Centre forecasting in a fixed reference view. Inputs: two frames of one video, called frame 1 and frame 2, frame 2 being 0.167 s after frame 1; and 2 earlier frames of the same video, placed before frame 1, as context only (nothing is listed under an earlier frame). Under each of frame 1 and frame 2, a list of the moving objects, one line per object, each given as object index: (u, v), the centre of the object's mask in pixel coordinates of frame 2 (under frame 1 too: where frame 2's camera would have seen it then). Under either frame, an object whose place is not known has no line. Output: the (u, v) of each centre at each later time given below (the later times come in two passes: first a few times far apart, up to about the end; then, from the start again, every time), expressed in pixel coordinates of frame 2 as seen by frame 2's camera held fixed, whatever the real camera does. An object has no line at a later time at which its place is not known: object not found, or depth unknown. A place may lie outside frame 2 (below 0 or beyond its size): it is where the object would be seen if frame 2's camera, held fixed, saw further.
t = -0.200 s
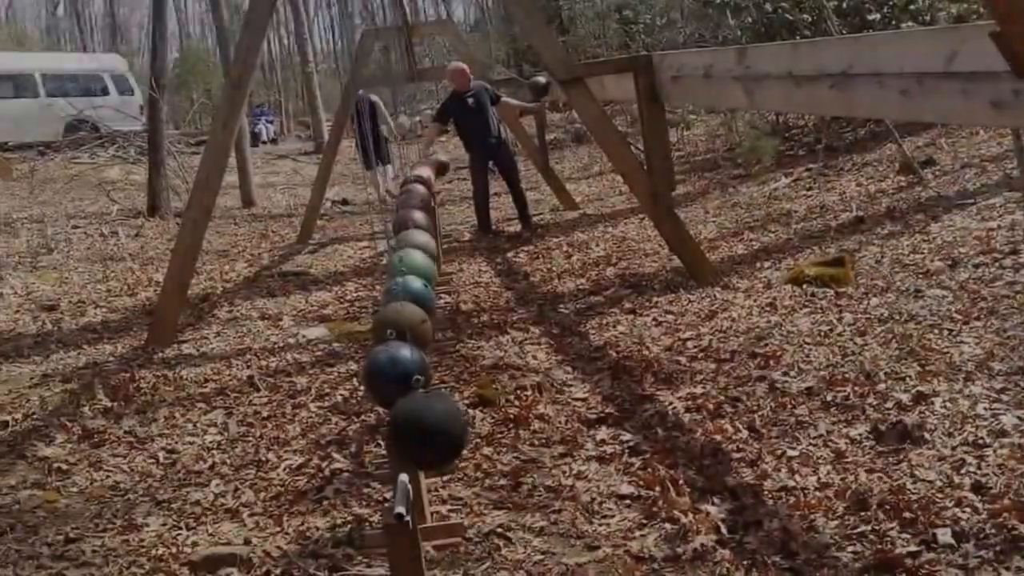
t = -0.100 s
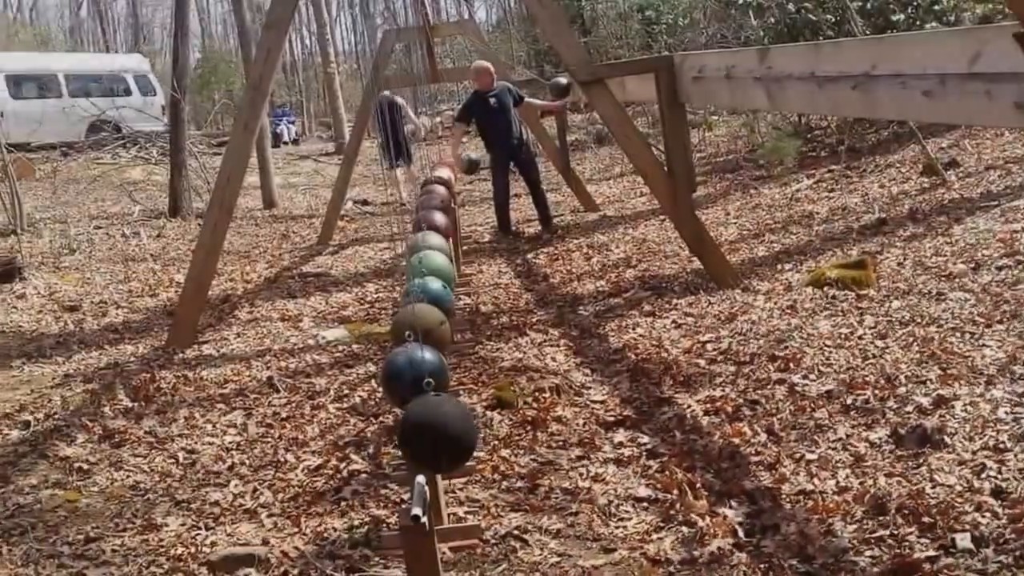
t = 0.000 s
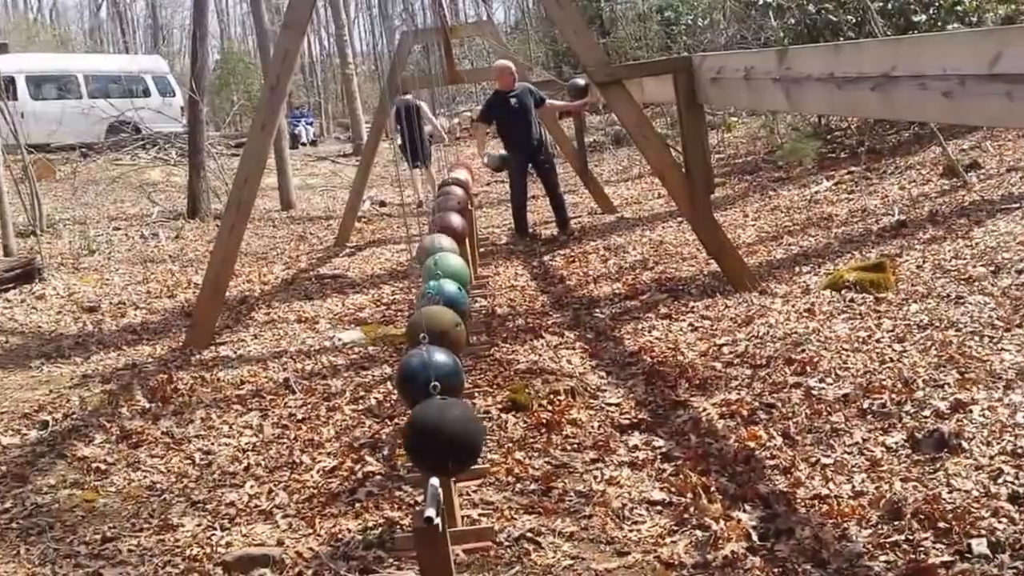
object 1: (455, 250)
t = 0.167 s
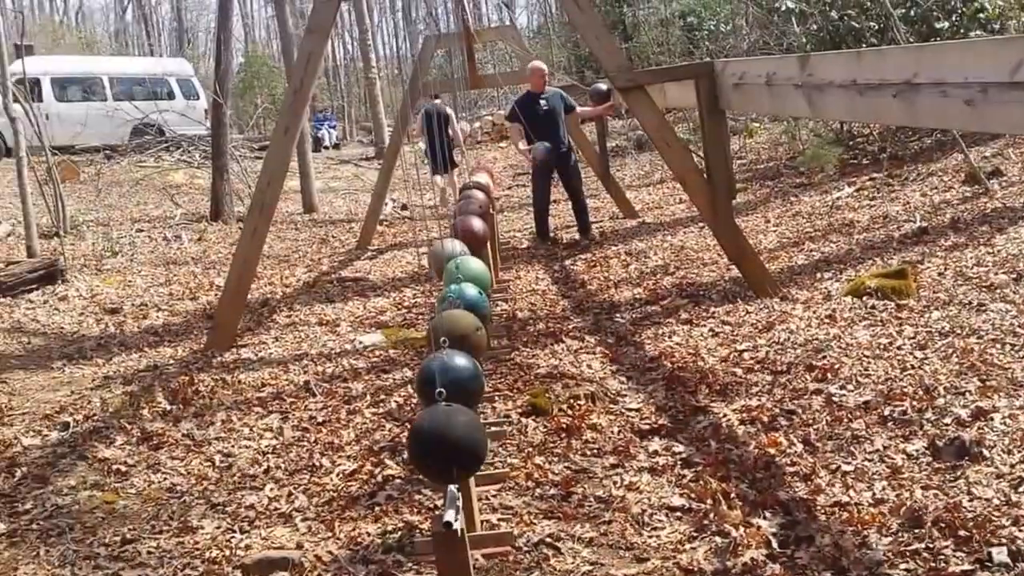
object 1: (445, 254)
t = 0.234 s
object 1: (442, 255)
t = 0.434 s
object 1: (438, 257)
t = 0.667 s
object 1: (437, 257)
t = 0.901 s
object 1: (443, 255)
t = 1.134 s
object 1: (456, 251)
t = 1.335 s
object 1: (473, 250)
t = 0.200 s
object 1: (443, 255)
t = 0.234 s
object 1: (442, 255)
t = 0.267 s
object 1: (442, 255)
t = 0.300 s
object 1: (441, 256)
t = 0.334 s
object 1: (440, 256)
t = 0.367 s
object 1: (439, 256)
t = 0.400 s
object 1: (438, 257)
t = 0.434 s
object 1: (438, 257)
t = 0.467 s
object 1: (438, 257)
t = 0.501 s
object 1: (437, 257)
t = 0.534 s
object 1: (437, 257)
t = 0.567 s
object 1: (437, 257)
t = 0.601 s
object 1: (437, 257)
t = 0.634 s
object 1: (437, 257)
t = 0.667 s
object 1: (437, 257)
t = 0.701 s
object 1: (438, 257)
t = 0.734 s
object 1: (438, 257)
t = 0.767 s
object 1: (438, 257)
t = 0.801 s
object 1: (439, 256)
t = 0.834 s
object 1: (440, 256)
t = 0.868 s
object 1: (441, 255)
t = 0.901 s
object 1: (443, 255)
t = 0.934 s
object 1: (444, 254)
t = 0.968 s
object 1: (445, 254)
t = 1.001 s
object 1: (447, 253)
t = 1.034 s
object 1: (449, 253)
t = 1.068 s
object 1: (451, 253)
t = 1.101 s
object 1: (454, 251)
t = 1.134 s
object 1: (456, 251)
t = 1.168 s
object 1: (459, 250)
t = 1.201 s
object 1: (462, 250)
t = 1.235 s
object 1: (465, 250)
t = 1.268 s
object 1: (466, 250)
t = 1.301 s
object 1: (470, 250)
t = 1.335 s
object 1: (473, 250)
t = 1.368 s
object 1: (475, 251)
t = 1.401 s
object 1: (477, 251)
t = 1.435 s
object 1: (479, 251)
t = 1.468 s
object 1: (482, 251)
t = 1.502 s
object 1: (484, 252)
